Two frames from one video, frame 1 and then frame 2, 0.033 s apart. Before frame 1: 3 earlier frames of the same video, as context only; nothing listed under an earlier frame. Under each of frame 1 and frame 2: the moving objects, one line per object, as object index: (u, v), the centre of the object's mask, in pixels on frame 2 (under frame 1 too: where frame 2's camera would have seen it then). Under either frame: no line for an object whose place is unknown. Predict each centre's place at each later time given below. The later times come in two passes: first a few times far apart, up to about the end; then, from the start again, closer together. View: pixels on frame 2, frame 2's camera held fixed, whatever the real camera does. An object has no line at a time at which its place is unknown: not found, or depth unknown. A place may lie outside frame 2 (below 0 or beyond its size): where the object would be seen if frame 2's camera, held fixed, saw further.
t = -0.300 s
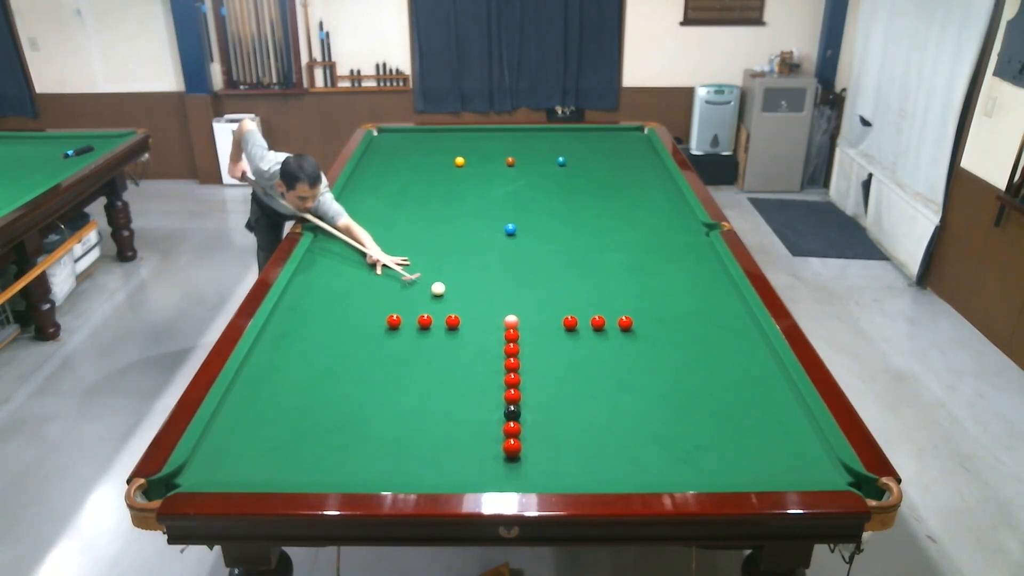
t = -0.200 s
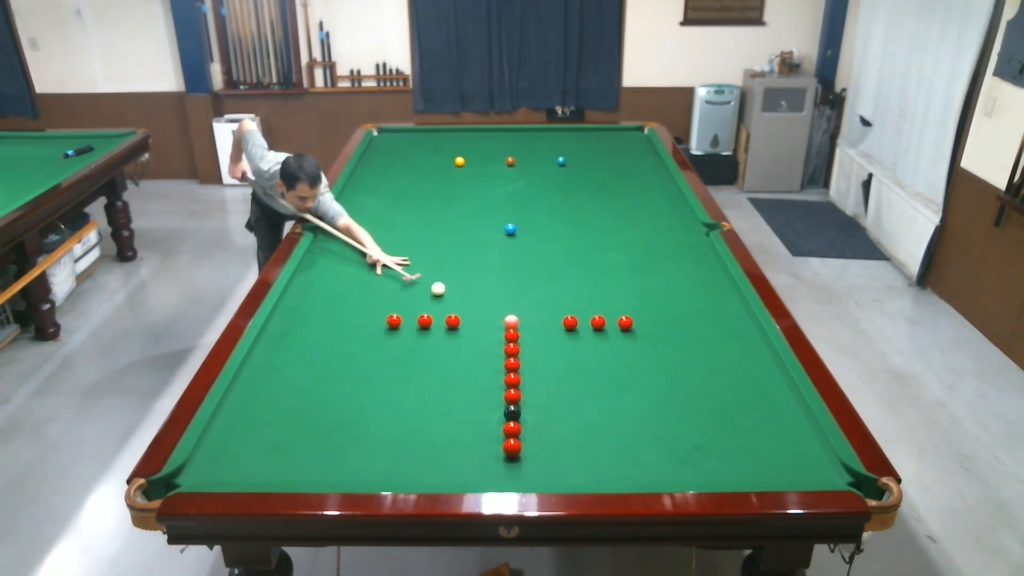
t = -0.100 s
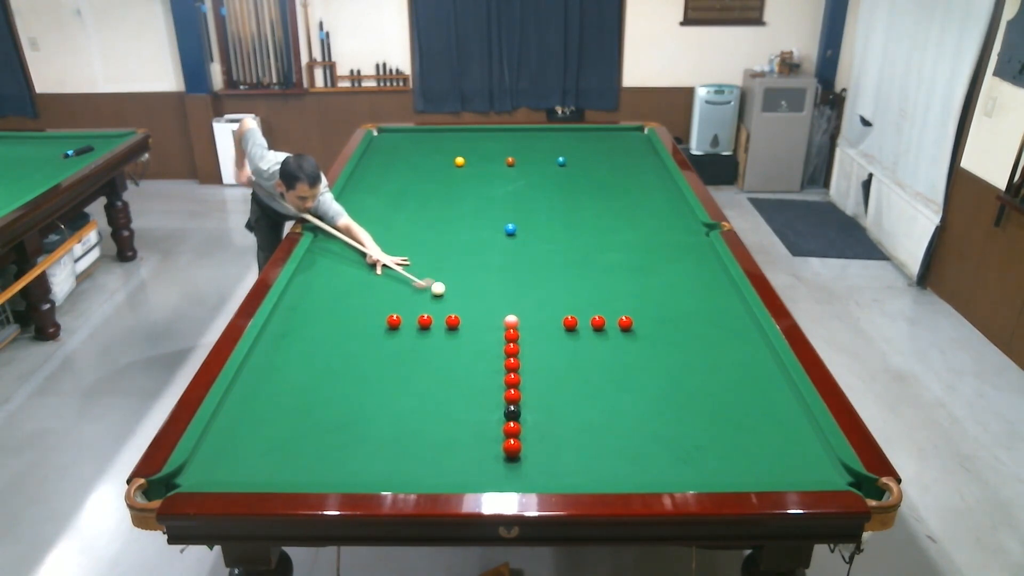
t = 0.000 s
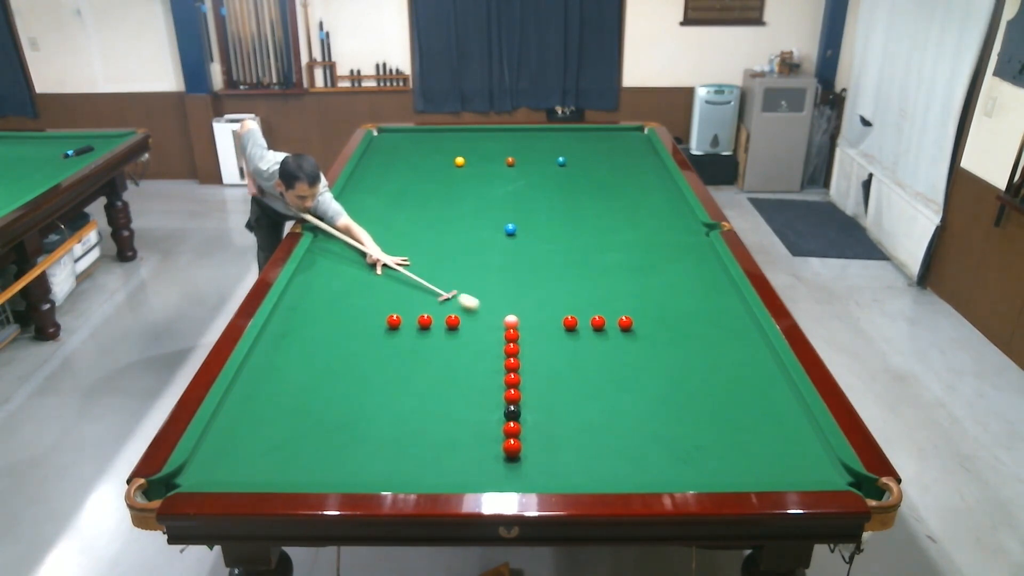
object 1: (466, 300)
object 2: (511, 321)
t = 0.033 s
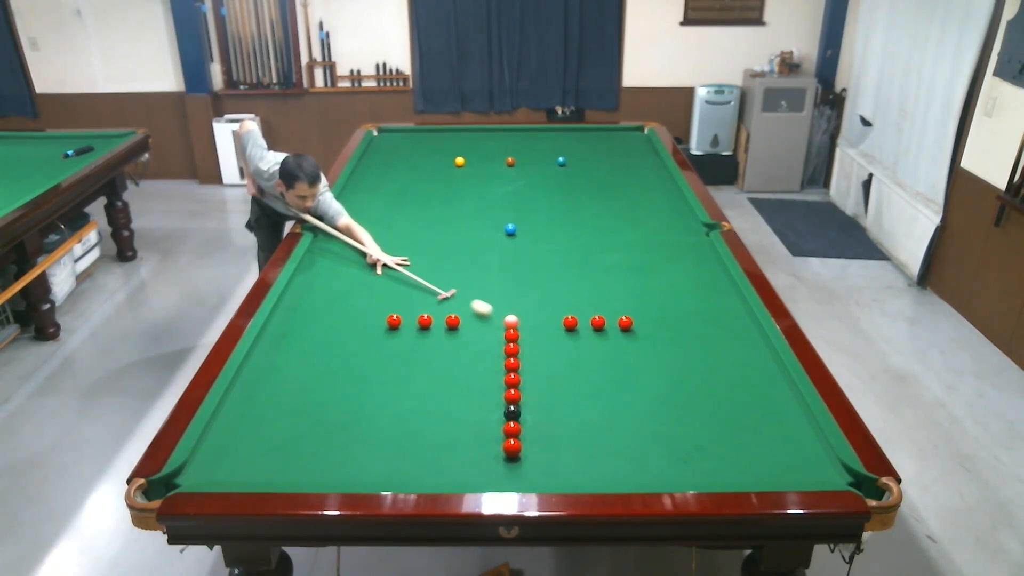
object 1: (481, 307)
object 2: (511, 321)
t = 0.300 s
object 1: (497, 314)
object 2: (584, 357)
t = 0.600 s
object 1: (491, 309)
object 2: (691, 408)
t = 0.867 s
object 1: (486, 306)
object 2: (803, 462)
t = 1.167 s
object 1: (482, 303)
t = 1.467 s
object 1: (480, 300)
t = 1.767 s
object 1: (478, 299)
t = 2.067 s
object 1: (476, 298)
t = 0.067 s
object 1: (494, 313)
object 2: (511, 321)
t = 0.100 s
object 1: (501, 317)
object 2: (517, 323)
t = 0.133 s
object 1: (501, 317)
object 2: (528, 329)
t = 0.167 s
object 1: (501, 316)
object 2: (540, 335)
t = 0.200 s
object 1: (500, 315)
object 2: (551, 341)
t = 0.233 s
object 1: (499, 315)
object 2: (562, 346)
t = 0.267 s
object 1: (498, 314)
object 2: (573, 352)
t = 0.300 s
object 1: (497, 314)
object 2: (584, 357)
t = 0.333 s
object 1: (497, 313)
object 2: (595, 362)
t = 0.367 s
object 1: (496, 313)
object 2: (606, 368)
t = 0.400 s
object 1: (495, 312)
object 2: (618, 373)
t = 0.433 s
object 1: (494, 312)
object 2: (629, 379)
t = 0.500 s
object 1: (493, 310)
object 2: (653, 390)
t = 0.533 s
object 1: (492, 310)
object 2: (666, 396)
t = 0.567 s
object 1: (492, 310)
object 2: (678, 402)
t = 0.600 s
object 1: (491, 309)
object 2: (691, 408)
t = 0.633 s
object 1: (490, 309)
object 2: (704, 414)
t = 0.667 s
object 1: (490, 308)
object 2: (717, 420)
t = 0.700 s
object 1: (489, 308)
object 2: (730, 427)
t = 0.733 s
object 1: (489, 307)
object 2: (745, 434)
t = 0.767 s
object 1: (488, 307)
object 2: (758, 440)
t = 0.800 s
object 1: (487, 306)
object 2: (773, 447)
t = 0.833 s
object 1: (487, 306)
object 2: (788, 454)
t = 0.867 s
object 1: (486, 306)
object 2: (803, 462)
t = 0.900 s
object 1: (486, 305)
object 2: (818, 468)
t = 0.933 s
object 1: (485, 305)
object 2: (834, 475)
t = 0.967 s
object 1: (485, 305)
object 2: (851, 483)
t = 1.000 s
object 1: (484, 304)
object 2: (866, 492)
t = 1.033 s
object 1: (484, 304)
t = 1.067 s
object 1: (483, 304)
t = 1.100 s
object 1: (483, 303)
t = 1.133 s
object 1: (482, 303)
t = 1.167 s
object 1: (482, 303)
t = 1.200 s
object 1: (482, 302)
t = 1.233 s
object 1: (481, 302)
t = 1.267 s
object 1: (481, 302)
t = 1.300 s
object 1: (481, 302)
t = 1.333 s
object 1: (481, 301)
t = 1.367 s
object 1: (480, 301)
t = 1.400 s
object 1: (480, 301)
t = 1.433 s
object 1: (480, 301)
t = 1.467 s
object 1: (480, 300)
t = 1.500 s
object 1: (479, 300)
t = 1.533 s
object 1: (479, 300)
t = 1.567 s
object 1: (479, 300)
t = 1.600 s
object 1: (479, 300)
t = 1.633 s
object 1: (478, 299)
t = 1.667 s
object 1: (478, 299)
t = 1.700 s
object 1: (478, 299)
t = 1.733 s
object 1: (478, 299)
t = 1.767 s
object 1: (478, 299)
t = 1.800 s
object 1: (477, 299)
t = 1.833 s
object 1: (477, 299)
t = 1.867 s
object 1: (477, 298)
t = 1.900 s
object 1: (477, 298)
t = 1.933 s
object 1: (477, 298)
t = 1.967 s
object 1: (477, 298)
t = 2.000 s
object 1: (476, 298)
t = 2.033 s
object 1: (476, 298)
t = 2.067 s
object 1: (476, 298)
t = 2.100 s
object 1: (476, 298)
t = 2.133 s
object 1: (476, 298)
